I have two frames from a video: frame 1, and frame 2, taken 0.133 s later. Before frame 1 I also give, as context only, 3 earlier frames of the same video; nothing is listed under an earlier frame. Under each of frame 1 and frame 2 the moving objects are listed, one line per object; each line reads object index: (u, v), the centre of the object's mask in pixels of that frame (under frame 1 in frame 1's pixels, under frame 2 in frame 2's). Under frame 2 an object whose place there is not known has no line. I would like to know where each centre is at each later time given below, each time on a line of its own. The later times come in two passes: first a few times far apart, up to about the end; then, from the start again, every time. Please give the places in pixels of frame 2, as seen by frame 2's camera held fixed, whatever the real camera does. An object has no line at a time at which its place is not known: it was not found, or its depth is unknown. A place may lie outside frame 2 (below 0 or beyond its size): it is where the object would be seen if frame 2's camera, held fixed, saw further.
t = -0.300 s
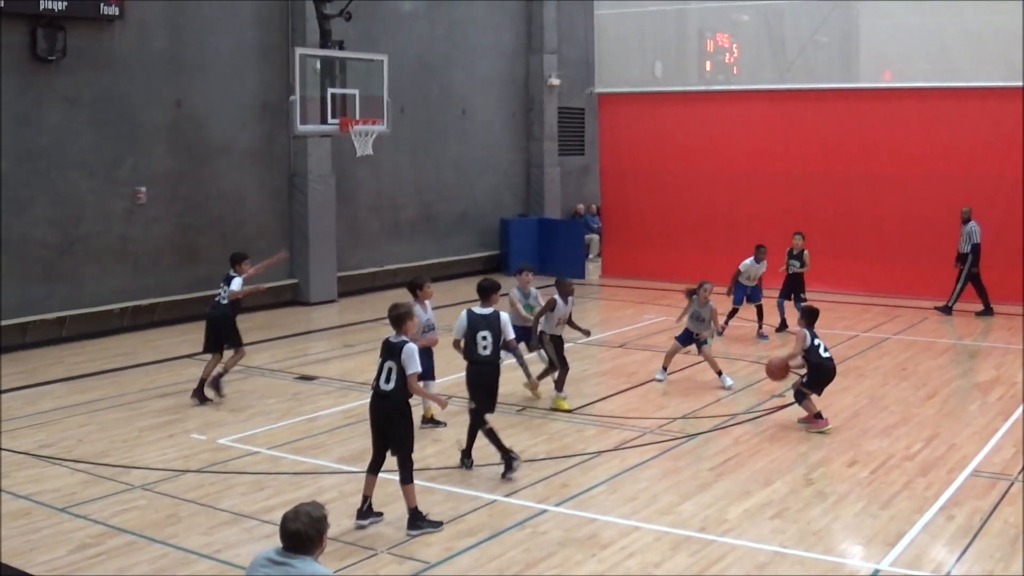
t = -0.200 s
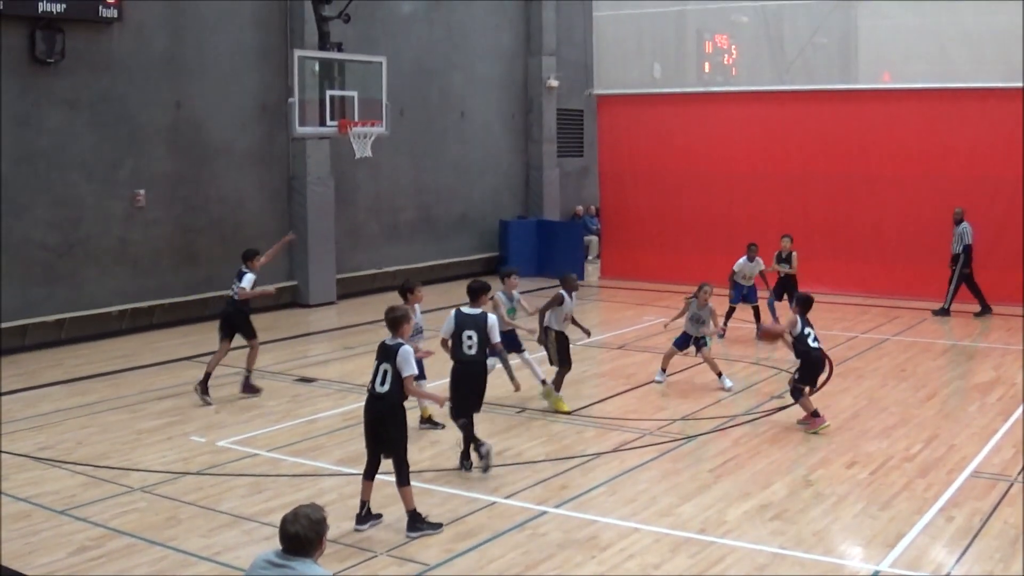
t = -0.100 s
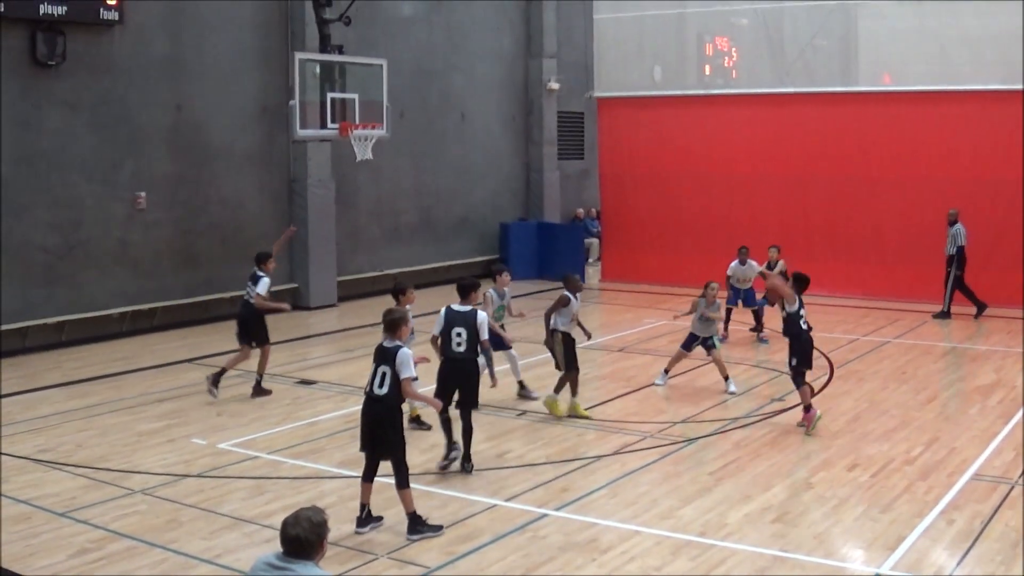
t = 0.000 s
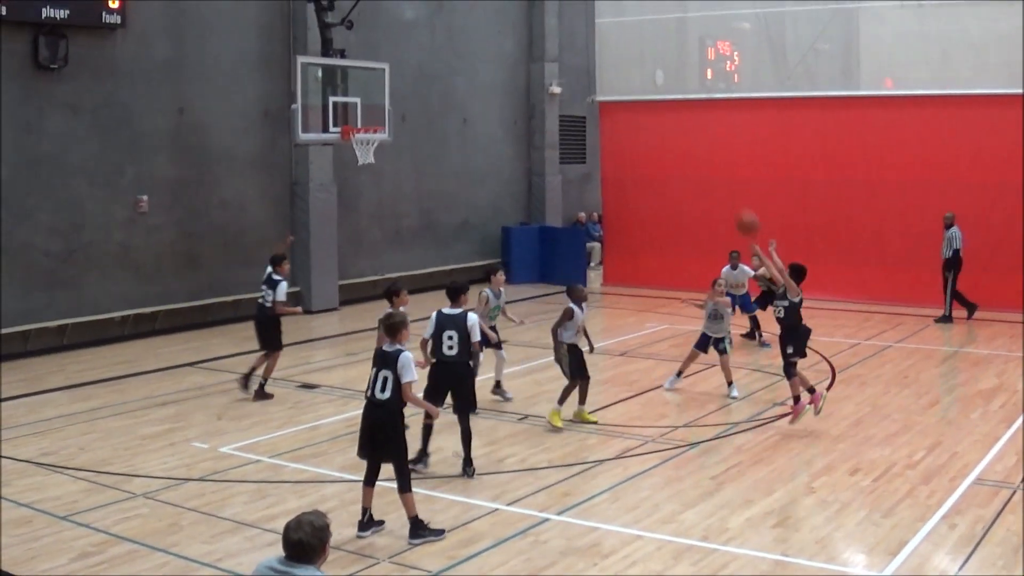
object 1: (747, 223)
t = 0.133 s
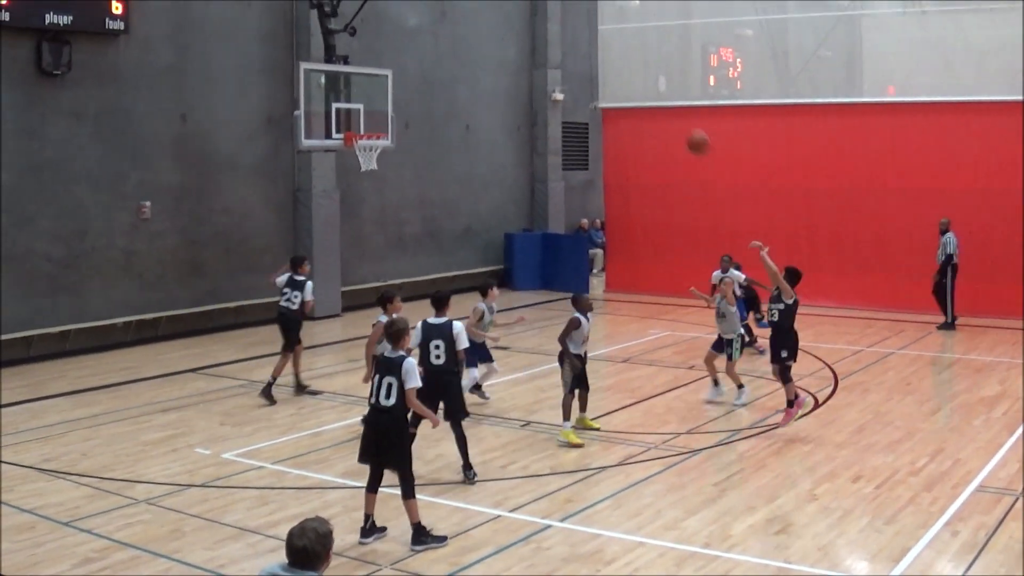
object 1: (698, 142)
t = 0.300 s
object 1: (638, 64)
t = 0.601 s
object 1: (542, -2)
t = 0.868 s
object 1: (470, 9)
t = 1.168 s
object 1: (400, 83)
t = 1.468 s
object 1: (334, 108)
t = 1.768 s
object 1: (258, 122)
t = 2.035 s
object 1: (186, 201)
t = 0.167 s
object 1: (686, 123)
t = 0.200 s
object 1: (673, 106)
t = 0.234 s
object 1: (661, 91)
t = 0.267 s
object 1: (649, 77)
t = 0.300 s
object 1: (638, 64)
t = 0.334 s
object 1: (626, 52)
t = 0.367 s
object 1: (615, 41)
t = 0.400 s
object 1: (604, 32)
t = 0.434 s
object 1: (594, 23)
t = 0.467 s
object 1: (583, 16)
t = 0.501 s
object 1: (573, 10)
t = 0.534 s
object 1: (563, 5)
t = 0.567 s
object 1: (553, 1)
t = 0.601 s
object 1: (542, -2)
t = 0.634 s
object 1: (532, -4)
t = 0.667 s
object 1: (523, -5)
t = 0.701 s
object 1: (514, -5)
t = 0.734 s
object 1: (505, -4)
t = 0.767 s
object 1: (496, -2)
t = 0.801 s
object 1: (487, 0)
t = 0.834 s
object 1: (478, 4)
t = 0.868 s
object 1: (470, 9)
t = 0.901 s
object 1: (461, 14)
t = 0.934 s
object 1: (453, 20)
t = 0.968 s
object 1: (445, 27)
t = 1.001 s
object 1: (438, 34)
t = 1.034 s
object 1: (430, 43)
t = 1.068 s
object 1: (422, 51)
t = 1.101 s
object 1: (415, 61)
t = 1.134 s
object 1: (407, 72)
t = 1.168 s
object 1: (400, 83)
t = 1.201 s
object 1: (394, 94)
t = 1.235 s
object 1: (387, 106)
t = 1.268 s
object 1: (380, 120)
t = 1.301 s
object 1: (373, 127)
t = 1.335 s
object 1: (366, 123)
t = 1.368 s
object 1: (358, 118)
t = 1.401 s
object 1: (350, 114)
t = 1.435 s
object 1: (342, 111)
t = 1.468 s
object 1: (334, 108)
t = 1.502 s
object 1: (326, 106)
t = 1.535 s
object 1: (318, 105)
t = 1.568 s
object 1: (309, 104)
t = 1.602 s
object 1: (301, 105)
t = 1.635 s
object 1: (292, 106)
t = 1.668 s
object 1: (284, 109)
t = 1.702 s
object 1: (275, 113)
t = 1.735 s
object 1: (267, 117)
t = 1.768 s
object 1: (258, 122)
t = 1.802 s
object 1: (249, 129)
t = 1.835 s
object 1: (240, 136)
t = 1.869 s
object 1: (231, 144)
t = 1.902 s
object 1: (222, 153)
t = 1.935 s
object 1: (213, 163)
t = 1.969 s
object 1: (204, 175)
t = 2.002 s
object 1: (195, 187)
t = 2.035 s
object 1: (186, 201)
